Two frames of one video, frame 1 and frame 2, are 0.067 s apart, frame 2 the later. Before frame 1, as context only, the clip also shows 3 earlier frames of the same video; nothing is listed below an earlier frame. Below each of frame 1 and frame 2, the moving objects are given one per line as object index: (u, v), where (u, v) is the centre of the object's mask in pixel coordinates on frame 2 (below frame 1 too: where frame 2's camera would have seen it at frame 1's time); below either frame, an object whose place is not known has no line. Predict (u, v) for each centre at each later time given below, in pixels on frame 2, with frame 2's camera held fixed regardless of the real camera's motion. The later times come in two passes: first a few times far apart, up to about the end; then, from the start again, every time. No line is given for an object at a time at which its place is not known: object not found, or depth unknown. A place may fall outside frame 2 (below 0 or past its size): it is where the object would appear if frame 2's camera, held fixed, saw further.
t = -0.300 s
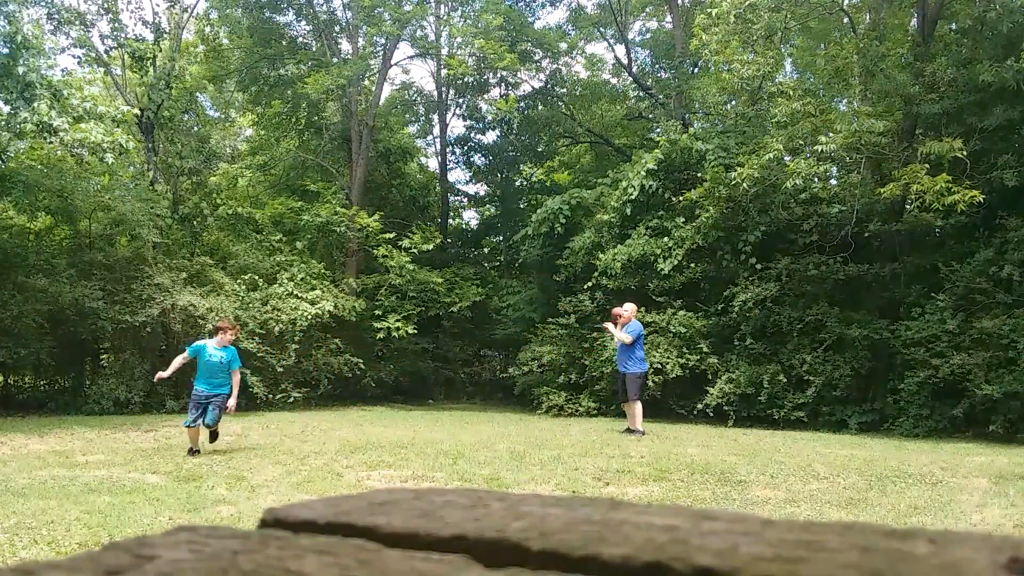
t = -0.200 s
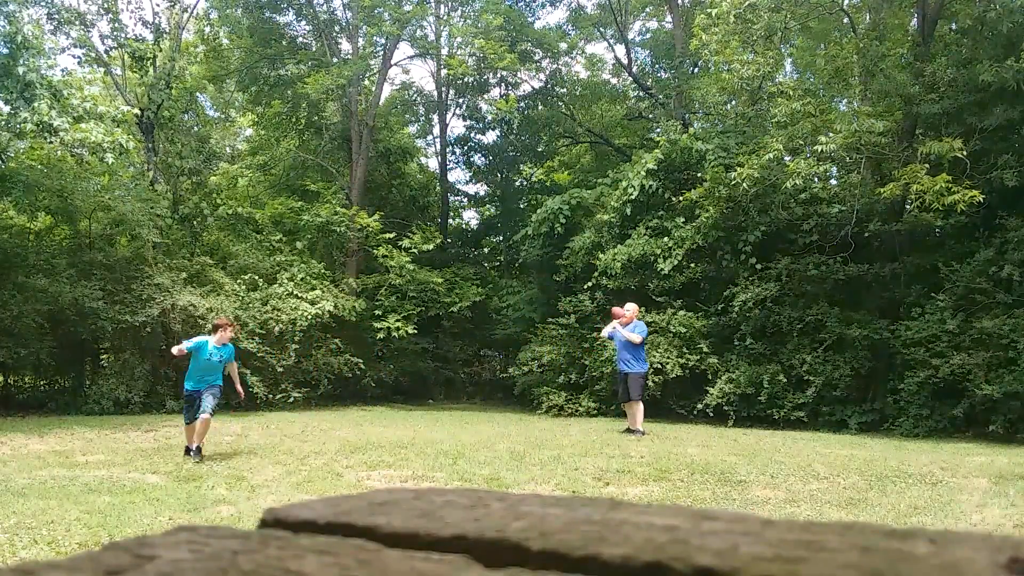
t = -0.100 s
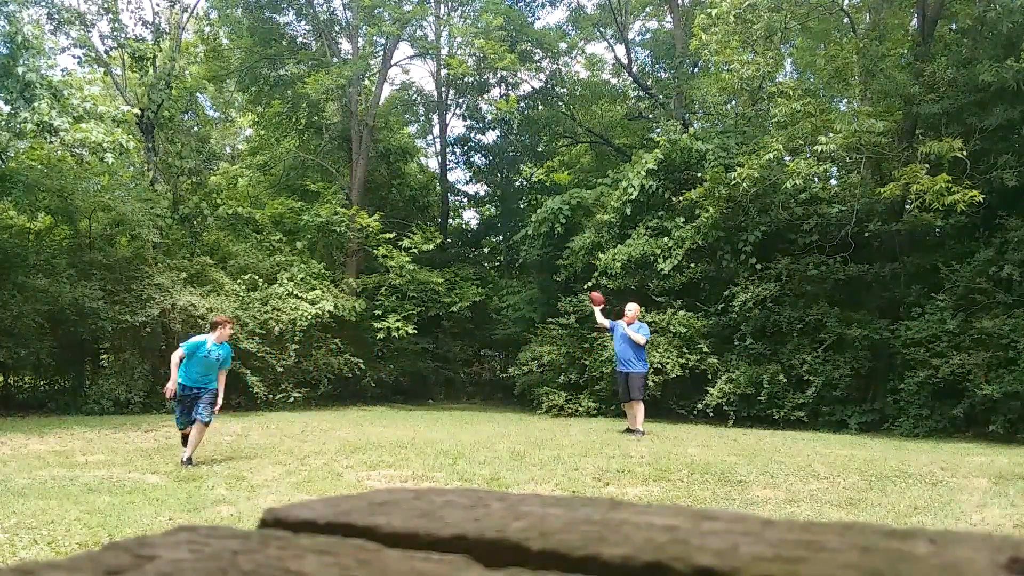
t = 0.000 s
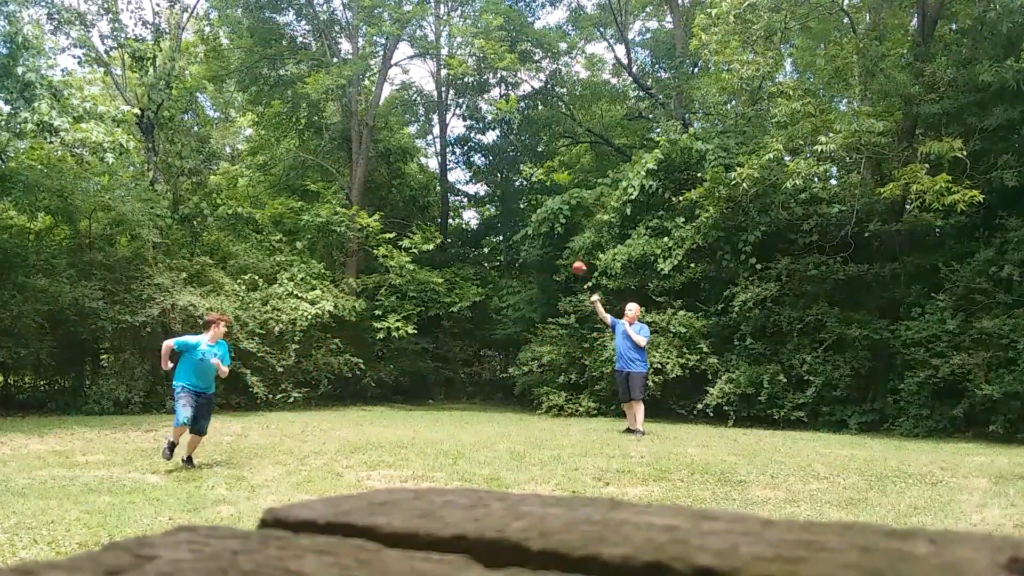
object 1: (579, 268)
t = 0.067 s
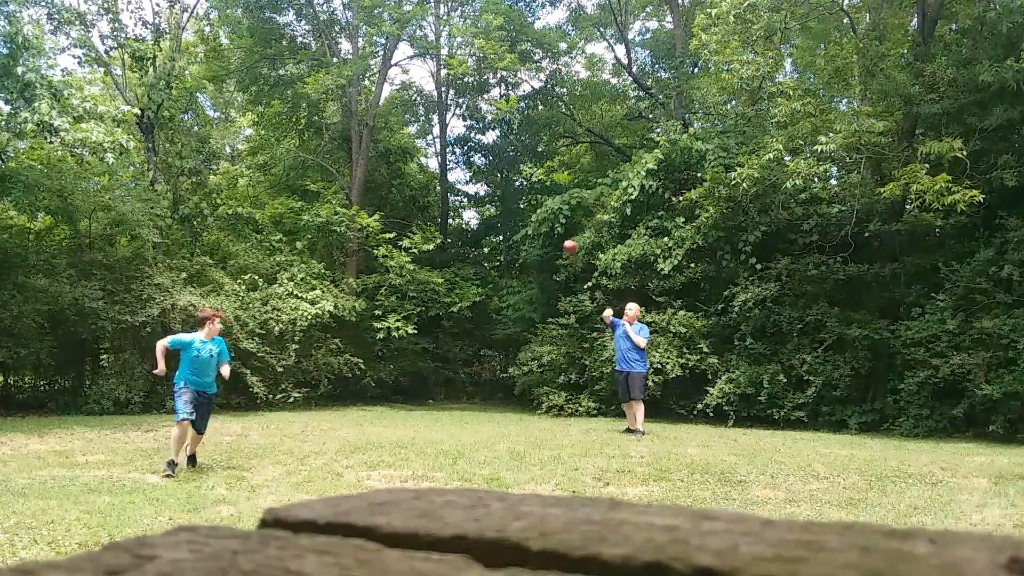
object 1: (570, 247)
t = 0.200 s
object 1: (548, 211)
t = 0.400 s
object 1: (507, 181)
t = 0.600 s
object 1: (455, 186)
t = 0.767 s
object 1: (397, 232)
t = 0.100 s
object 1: (564, 237)
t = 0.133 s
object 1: (559, 227)
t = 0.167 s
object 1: (552, 219)
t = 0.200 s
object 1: (548, 211)
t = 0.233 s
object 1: (542, 204)
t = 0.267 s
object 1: (536, 198)
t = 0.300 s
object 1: (529, 192)
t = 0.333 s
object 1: (522, 187)
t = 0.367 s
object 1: (516, 183)
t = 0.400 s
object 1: (507, 181)
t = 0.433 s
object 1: (500, 179)
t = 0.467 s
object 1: (492, 177)
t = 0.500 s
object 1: (484, 177)
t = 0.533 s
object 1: (475, 178)
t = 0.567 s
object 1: (465, 182)
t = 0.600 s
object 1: (455, 186)
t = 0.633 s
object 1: (446, 191)
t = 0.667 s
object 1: (434, 198)
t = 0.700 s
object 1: (423, 207)
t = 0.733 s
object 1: (410, 218)
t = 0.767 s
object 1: (397, 232)
